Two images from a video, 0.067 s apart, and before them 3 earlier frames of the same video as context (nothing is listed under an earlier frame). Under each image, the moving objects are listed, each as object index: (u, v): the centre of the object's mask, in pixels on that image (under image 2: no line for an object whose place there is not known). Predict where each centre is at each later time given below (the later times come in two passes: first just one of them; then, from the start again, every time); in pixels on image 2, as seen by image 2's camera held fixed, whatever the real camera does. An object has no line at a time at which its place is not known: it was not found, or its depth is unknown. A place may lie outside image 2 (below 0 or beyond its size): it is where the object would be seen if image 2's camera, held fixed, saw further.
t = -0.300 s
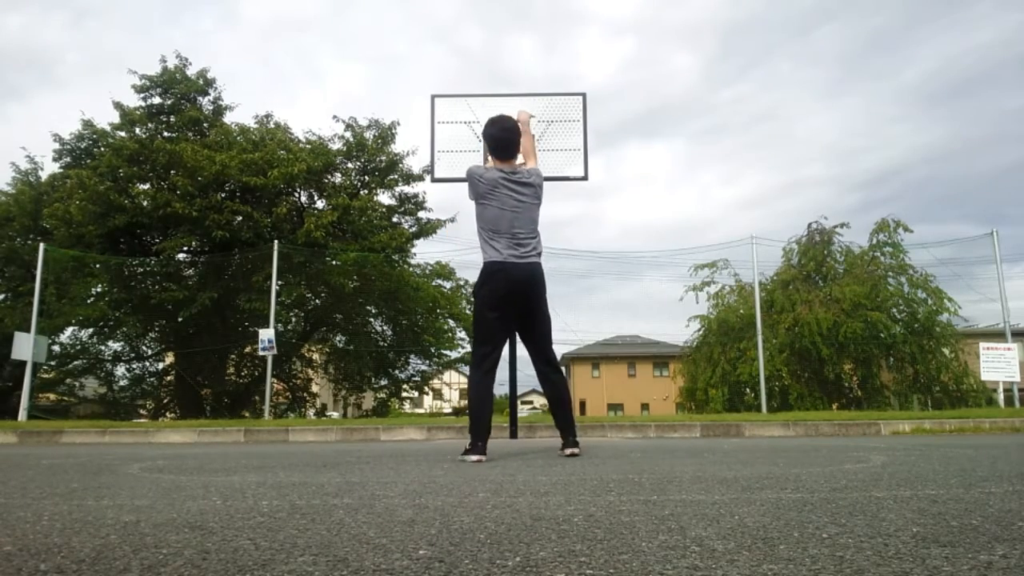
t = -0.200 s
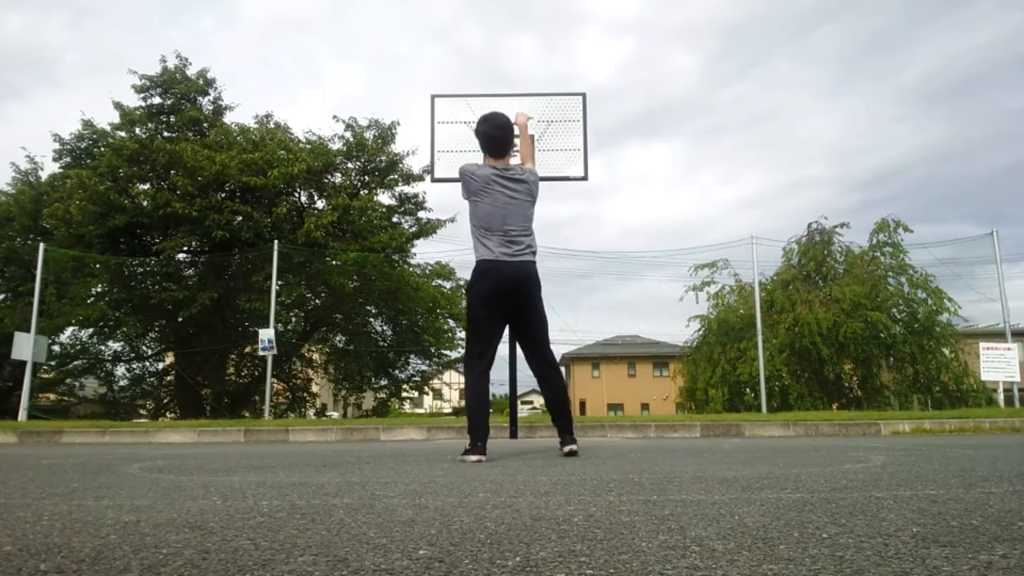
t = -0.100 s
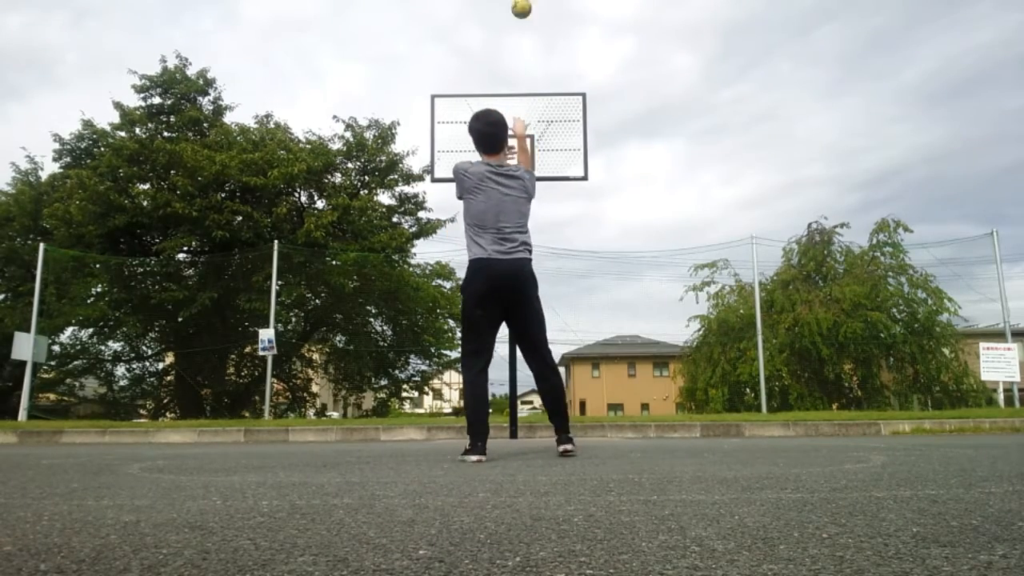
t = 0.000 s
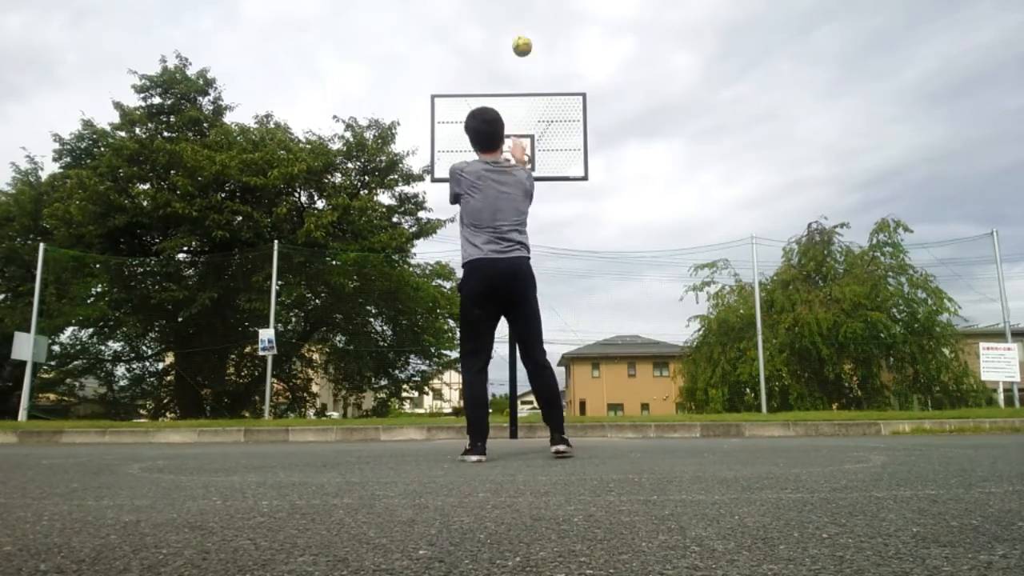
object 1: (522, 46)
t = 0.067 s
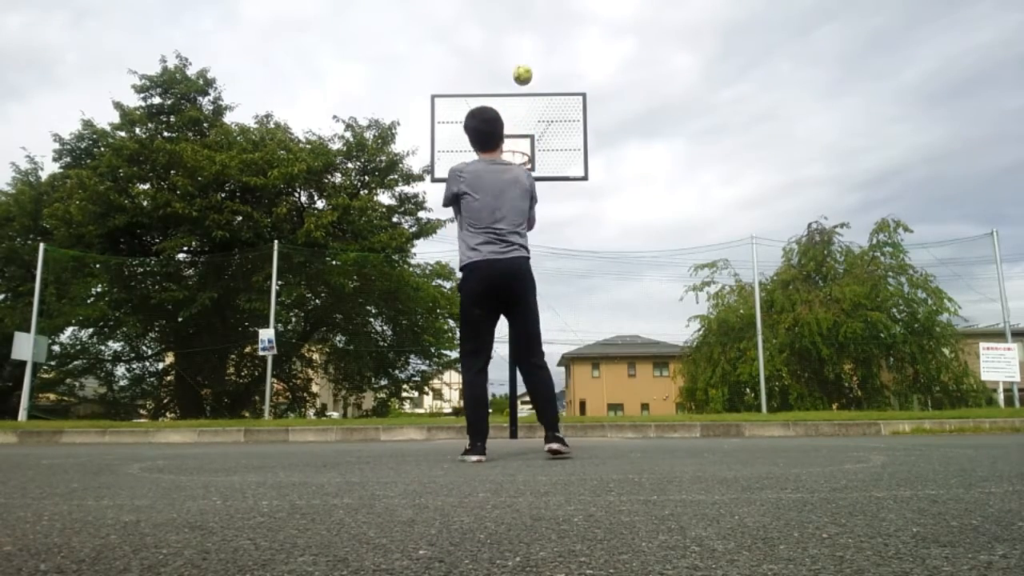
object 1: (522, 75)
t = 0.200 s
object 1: (523, 140)
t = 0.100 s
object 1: (522, 90)
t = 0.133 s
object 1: (523, 107)
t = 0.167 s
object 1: (523, 123)
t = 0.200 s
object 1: (523, 140)
